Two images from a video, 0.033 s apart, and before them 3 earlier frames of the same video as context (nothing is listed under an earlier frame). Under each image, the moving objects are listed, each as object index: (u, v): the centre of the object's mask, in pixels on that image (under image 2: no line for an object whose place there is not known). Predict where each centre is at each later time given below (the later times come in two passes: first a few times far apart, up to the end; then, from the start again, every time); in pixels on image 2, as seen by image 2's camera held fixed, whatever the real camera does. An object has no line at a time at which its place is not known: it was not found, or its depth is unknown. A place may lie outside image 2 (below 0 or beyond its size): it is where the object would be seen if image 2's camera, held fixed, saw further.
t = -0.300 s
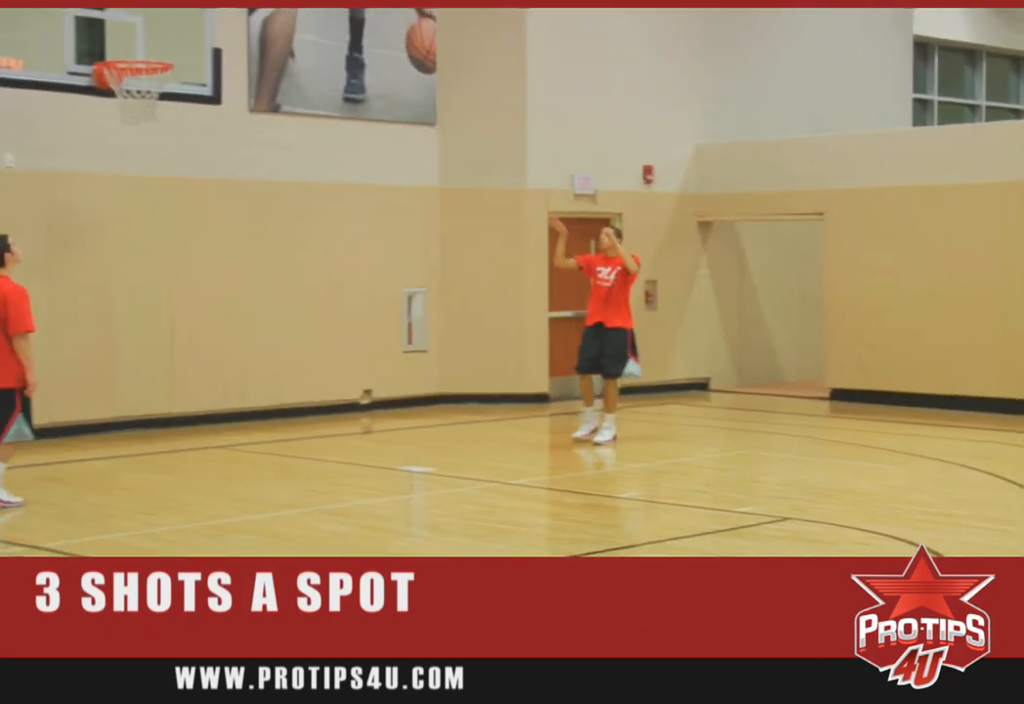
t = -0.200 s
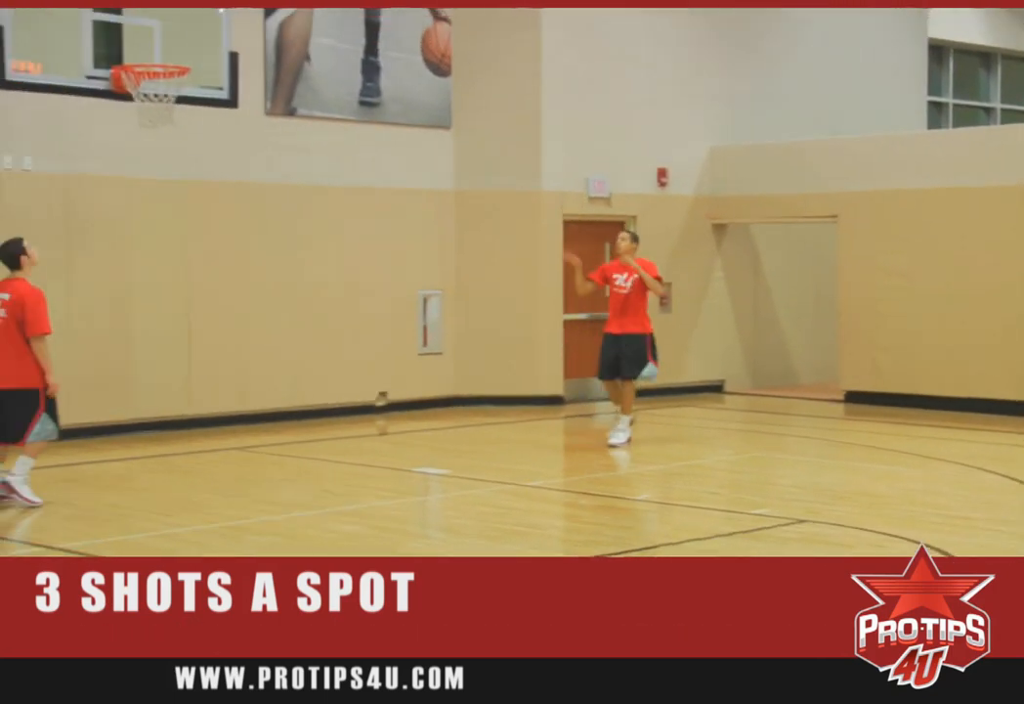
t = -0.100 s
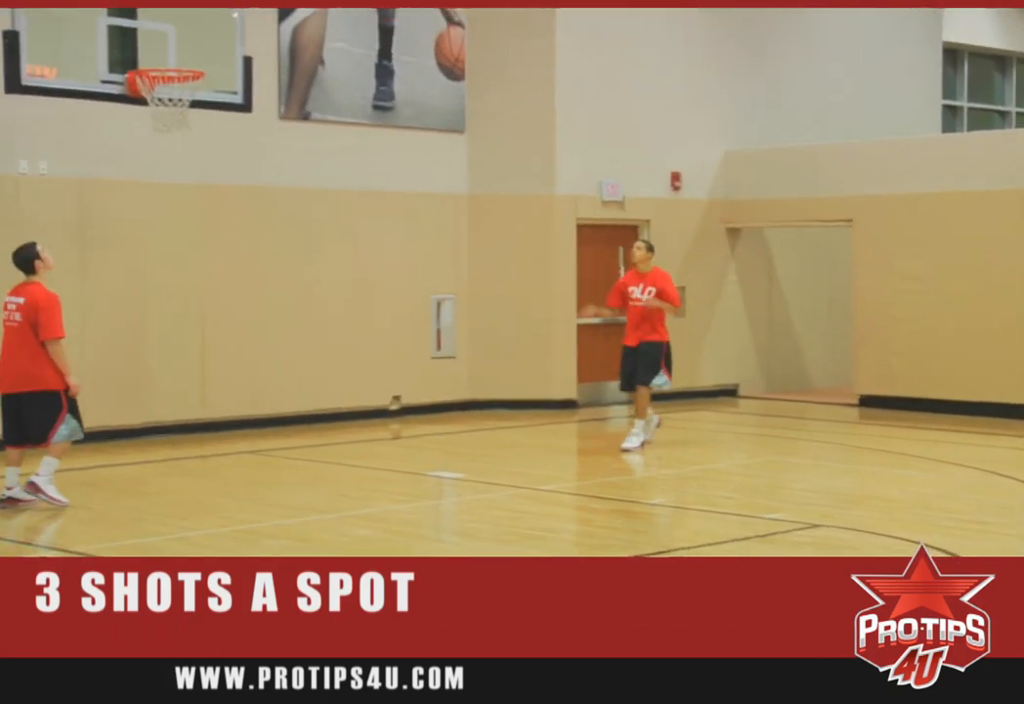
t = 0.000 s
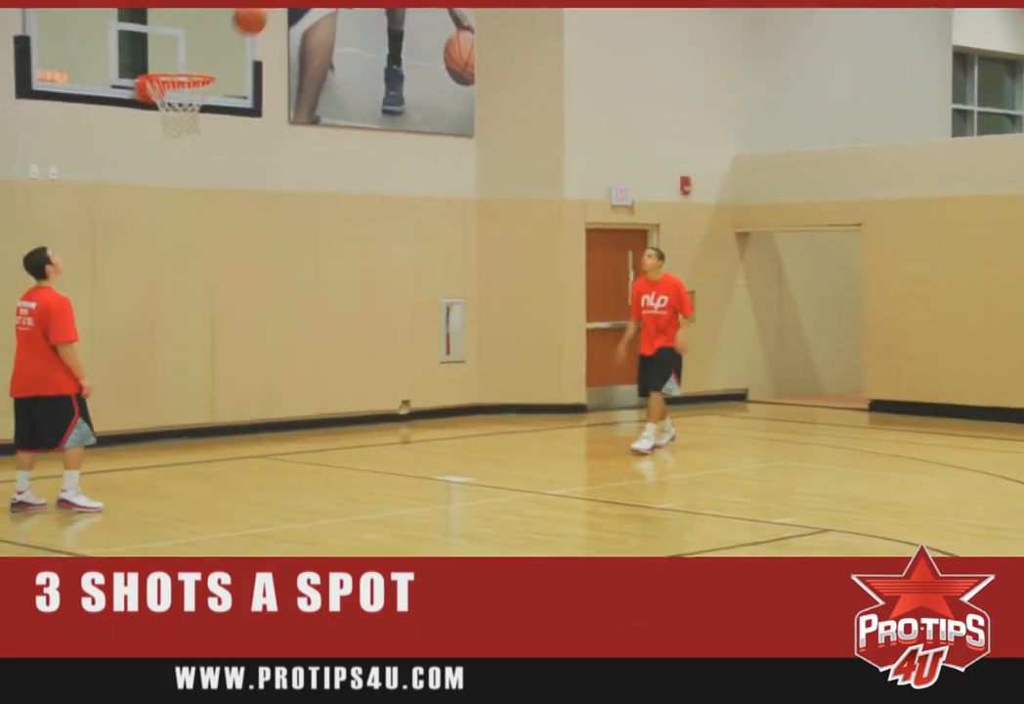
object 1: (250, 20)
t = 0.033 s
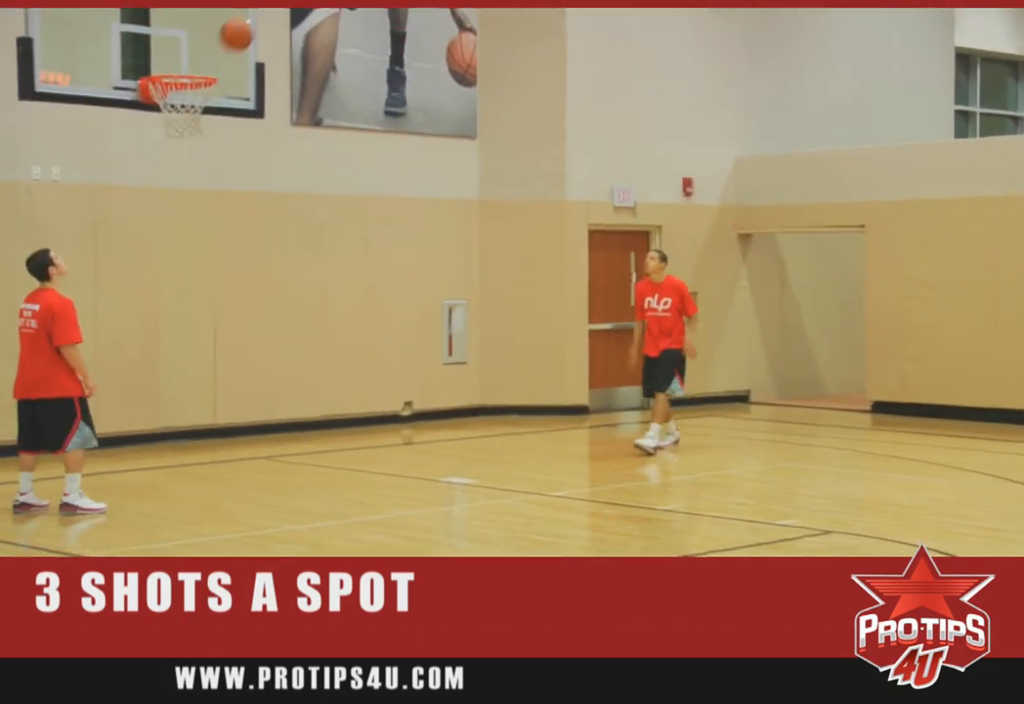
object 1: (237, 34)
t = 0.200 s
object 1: (166, 67)
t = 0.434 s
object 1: (198, 58)
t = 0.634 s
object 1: (212, 71)
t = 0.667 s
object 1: (215, 77)
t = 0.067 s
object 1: (220, 51)
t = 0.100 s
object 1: (205, 65)
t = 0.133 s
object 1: (191, 65)
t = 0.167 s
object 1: (177, 67)
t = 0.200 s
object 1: (166, 67)
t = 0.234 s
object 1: (174, 66)
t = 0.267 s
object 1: (180, 64)
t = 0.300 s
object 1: (187, 63)
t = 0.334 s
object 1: (192, 63)
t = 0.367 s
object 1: (194, 61)
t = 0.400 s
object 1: (196, 59)
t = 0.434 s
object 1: (198, 58)
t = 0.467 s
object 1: (200, 58)
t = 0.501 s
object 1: (202, 59)
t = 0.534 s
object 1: (204, 61)
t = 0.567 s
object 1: (206, 65)
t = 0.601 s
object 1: (209, 68)
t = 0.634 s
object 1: (212, 71)
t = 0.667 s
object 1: (215, 77)
